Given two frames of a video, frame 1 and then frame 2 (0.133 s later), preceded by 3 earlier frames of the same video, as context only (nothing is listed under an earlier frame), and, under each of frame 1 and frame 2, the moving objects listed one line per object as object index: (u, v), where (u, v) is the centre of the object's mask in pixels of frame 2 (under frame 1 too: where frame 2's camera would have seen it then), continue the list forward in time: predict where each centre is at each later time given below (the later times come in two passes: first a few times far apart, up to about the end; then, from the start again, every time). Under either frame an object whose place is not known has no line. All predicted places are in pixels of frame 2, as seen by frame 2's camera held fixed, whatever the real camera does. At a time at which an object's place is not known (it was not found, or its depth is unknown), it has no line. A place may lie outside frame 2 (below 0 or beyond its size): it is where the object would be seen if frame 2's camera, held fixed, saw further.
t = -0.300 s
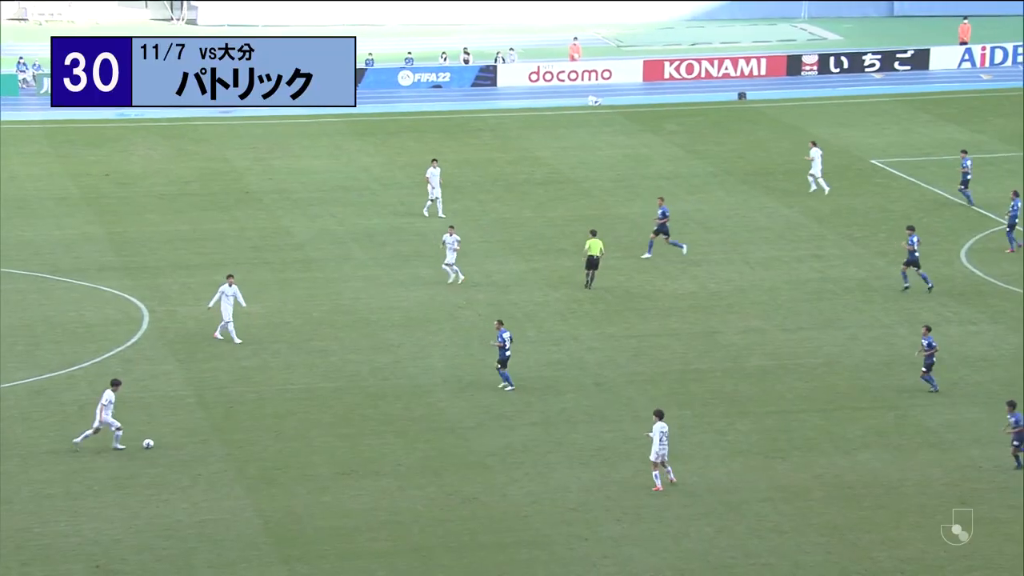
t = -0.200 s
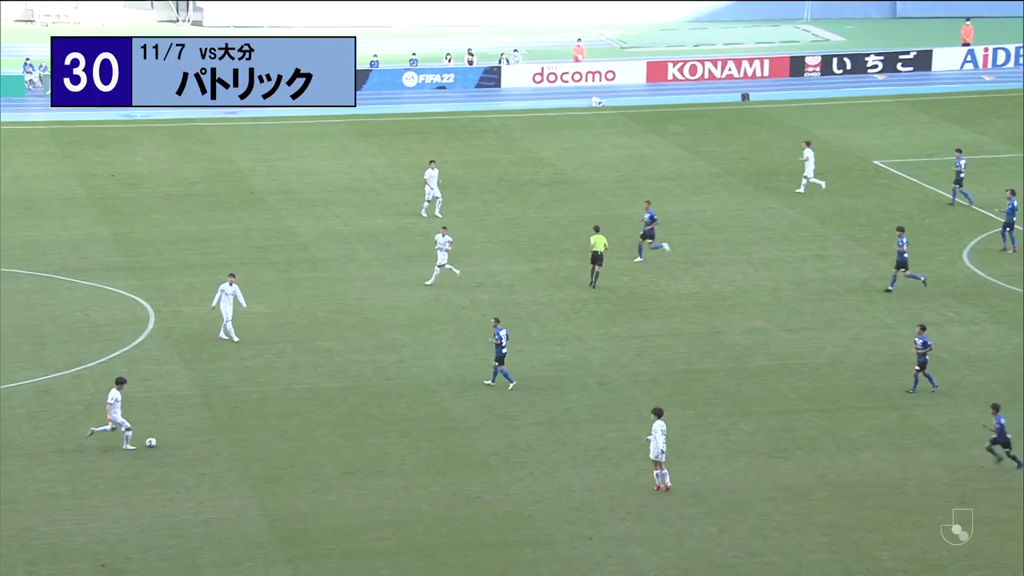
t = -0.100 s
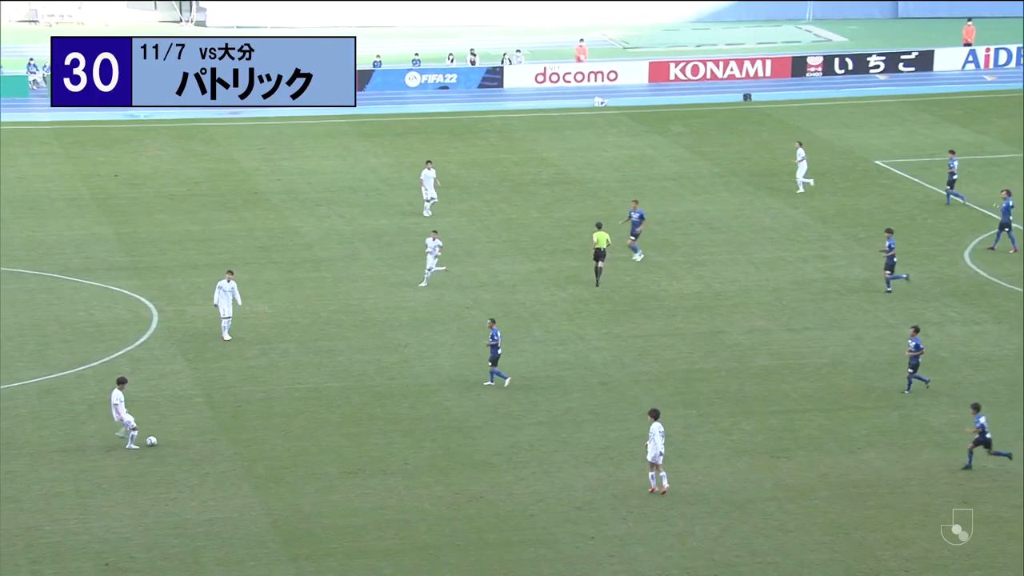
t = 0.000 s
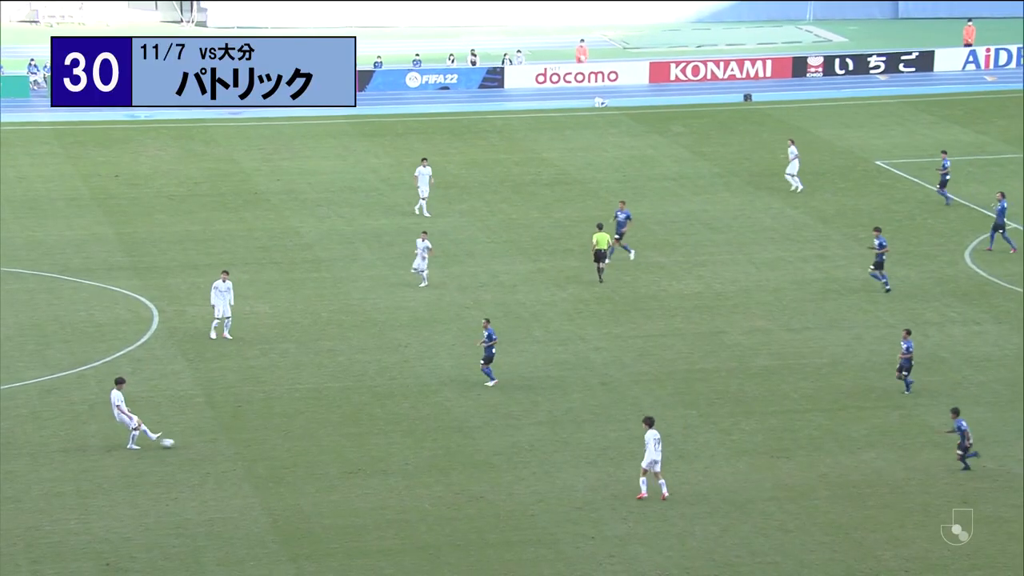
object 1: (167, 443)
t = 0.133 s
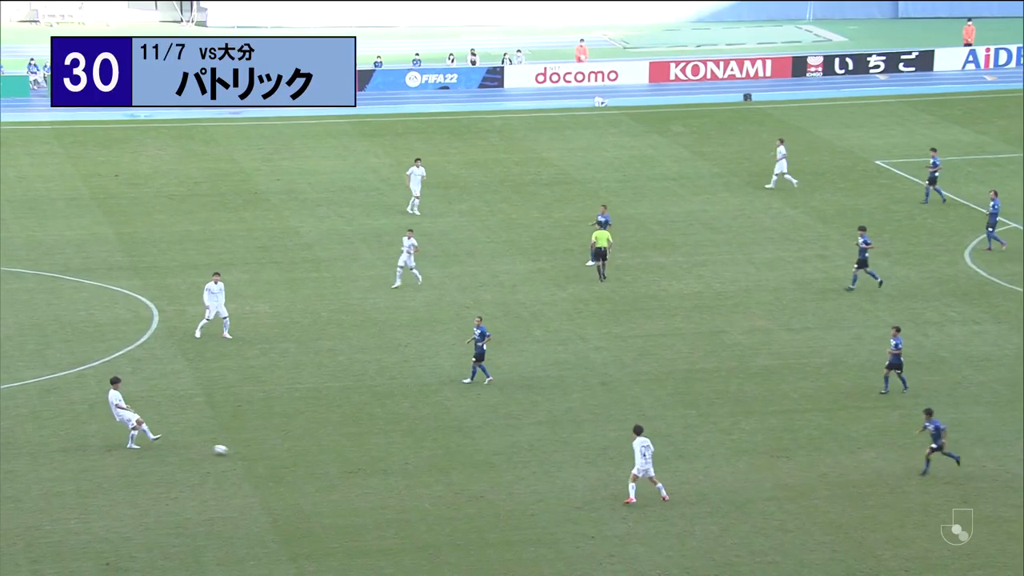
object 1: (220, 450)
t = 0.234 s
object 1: (257, 455)
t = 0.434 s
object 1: (325, 469)
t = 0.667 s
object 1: (391, 479)
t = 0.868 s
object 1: (441, 488)
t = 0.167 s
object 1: (233, 453)
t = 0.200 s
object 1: (246, 455)
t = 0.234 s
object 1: (257, 455)
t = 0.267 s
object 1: (268, 456)
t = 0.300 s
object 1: (280, 457)
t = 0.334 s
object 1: (291, 460)
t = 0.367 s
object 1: (303, 462)
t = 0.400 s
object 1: (314, 466)
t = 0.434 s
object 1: (325, 469)
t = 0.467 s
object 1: (334, 469)
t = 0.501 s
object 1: (345, 471)
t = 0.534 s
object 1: (354, 472)
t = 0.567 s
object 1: (364, 474)
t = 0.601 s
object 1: (373, 477)
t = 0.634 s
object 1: (383, 478)
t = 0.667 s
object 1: (391, 479)
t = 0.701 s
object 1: (400, 480)
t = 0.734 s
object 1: (408, 482)
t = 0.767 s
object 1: (416, 484)
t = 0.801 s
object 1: (424, 485)
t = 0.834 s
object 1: (433, 486)
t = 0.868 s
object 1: (441, 488)
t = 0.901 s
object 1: (450, 489)
